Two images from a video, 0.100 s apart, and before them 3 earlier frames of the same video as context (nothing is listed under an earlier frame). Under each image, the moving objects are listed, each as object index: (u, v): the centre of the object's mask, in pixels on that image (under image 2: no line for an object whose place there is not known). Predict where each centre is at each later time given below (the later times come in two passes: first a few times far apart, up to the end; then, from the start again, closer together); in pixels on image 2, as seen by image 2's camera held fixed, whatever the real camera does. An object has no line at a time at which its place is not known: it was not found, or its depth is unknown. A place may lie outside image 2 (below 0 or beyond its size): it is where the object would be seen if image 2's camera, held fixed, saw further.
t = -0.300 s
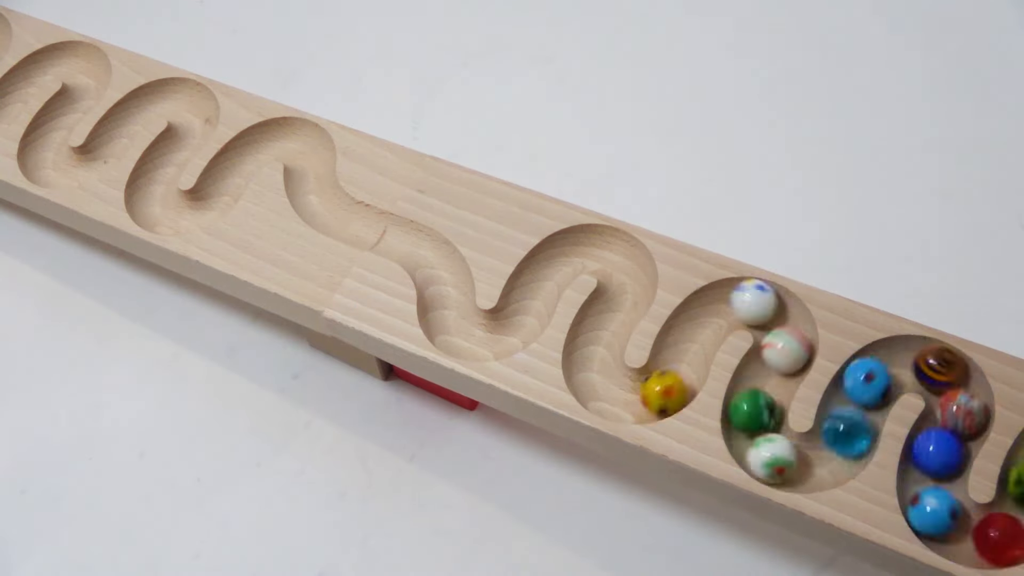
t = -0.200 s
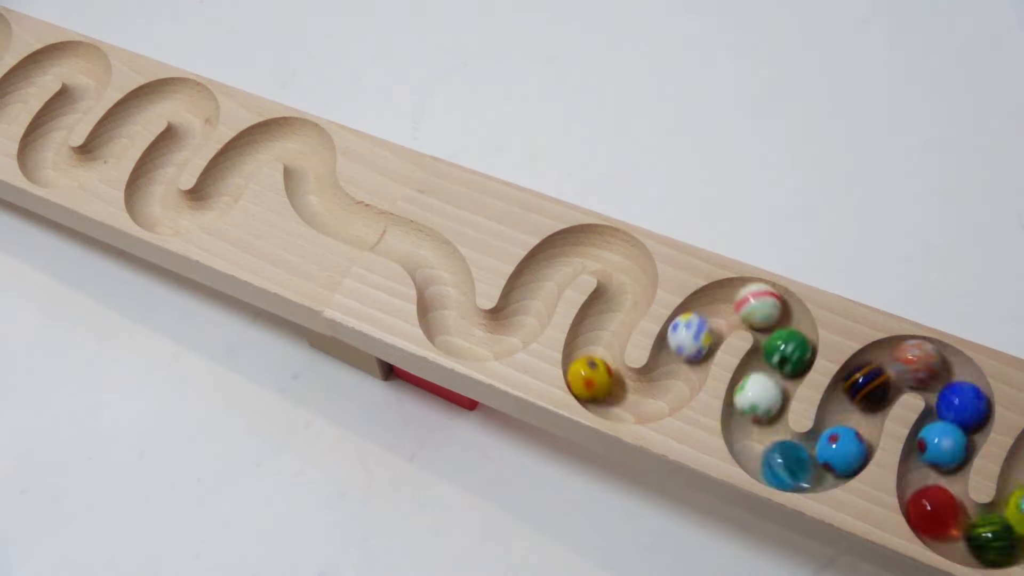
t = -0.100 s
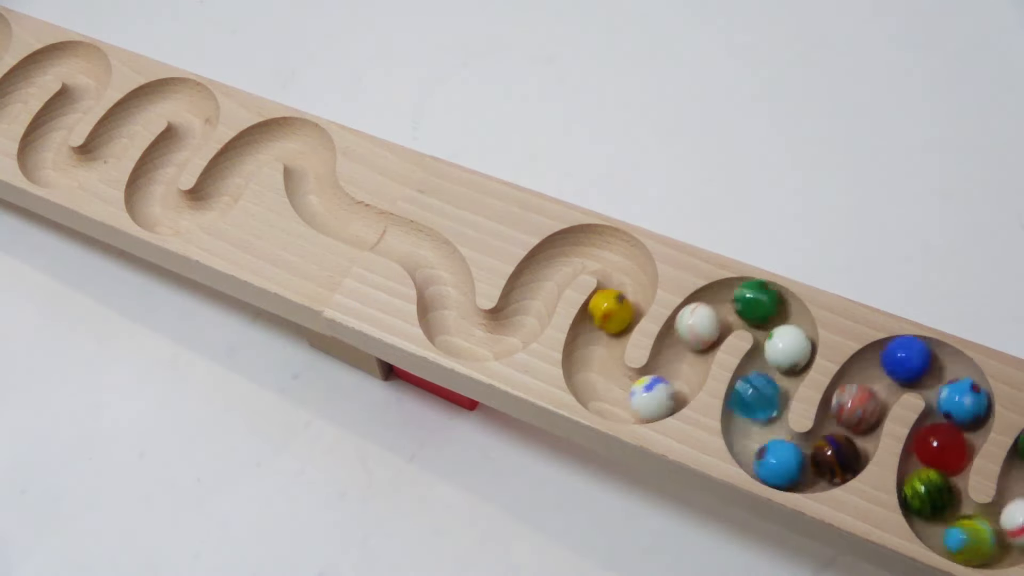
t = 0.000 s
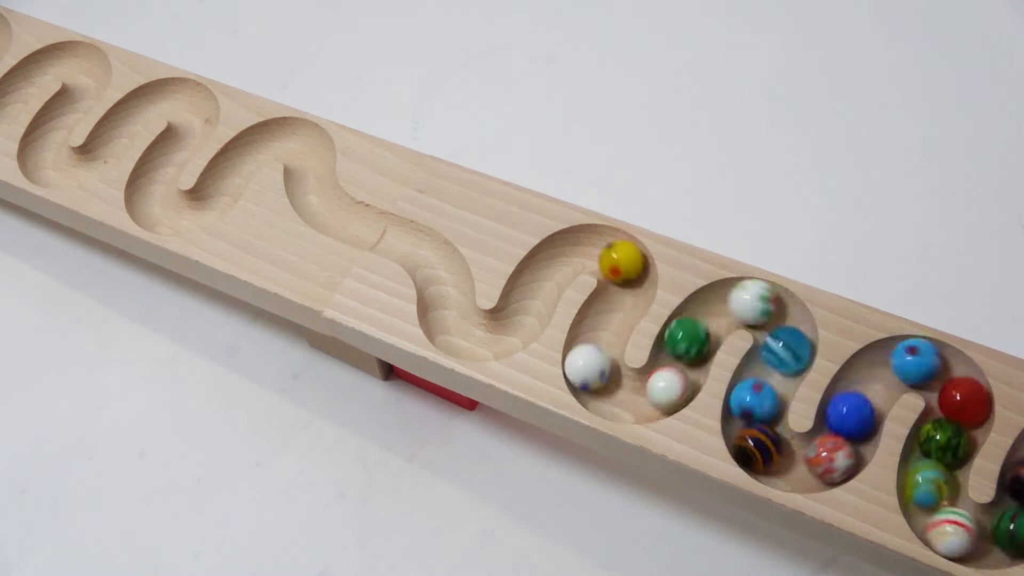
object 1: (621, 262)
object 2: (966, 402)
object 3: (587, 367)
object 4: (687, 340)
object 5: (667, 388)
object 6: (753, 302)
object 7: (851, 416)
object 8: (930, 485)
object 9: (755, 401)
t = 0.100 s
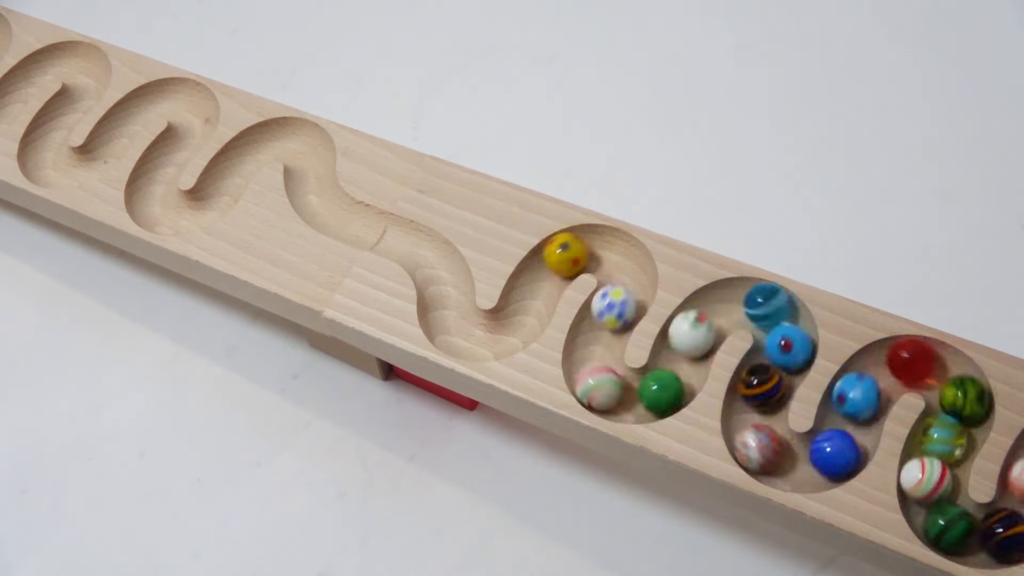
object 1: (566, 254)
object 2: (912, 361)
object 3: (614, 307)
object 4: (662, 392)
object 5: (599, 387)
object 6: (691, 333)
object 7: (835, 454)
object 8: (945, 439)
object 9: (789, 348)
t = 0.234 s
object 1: (533, 287)
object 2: (870, 381)
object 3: (633, 274)
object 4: (621, 399)
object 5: (592, 340)
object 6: (673, 378)
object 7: (800, 467)
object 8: (965, 414)
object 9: (782, 316)
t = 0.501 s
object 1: (483, 337)
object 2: (831, 462)
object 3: (569, 249)
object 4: (598, 332)
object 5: (625, 265)
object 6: (594, 382)
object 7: (752, 401)
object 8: (902, 362)
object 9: (694, 324)
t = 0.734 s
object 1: (446, 295)
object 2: (758, 449)
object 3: (522, 312)
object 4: (633, 271)
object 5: (554, 260)
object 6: (612, 311)
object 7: (787, 352)
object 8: (850, 426)
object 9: (661, 394)
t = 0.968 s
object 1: (416, 243)
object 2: (765, 384)
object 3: (461, 336)
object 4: (559, 254)
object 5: (522, 321)
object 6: (619, 261)
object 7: (752, 302)
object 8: (789, 466)
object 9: (592, 375)
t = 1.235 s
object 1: (354, 216)
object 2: (785, 319)
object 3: (440, 262)
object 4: (508, 333)
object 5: (464, 334)
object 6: (547, 267)
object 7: (683, 355)
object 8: (759, 400)
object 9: (624, 300)
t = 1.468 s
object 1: (299, 168)
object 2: (703, 316)
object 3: (382, 230)
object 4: (443, 317)
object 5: (447, 277)
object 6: (510, 332)
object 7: (627, 399)
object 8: (785, 360)
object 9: (613, 251)
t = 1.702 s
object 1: (272, 140)
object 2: (672, 385)
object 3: (313, 199)
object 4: (440, 270)
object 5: (399, 232)
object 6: (443, 317)
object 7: (593, 343)
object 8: (767, 309)
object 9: (541, 274)
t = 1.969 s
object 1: (217, 197)
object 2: (601, 390)
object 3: (298, 126)
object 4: (397, 235)
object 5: (317, 204)
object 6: (429, 258)
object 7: (632, 283)
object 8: (690, 335)
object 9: (486, 339)
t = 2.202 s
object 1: (159, 213)
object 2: (604, 327)
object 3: (230, 163)
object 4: (335, 209)
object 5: (300, 131)
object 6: (390, 234)
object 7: (585, 246)
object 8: (662, 396)
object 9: (445, 290)
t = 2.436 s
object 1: (161, 161)
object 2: (634, 280)
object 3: (197, 211)
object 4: (313, 151)
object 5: (225, 170)
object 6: (325, 207)
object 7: (528, 303)
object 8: (596, 381)
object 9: (421, 251)
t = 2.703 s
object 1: (197, 112)
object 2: (572, 248)
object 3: (148, 190)
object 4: (233, 157)
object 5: (185, 210)
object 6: (302, 132)
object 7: (461, 335)
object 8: (619, 308)
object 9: (367, 228)
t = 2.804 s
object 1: (171, 93)
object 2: (538, 286)
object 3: (169, 152)
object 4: (217, 197)
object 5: (147, 207)
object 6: (248, 148)
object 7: (446, 299)
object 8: (632, 276)
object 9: (331, 207)
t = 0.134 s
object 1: (556, 262)
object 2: (899, 360)
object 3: (621, 299)
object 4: (652, 395)
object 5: (592, 379)
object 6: (687, 345)
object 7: (828, 458)
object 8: (948, 434)
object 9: (792, 340)
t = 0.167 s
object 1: (547, 269)
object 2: (887, 363)
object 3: (628, 290)
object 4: (642, 398)
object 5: (588, 364)
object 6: (682, 356)
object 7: (821, 461)
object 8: (953, 427)
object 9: (791, 332)
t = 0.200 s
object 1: (539, 277)
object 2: (878, 371)
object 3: (633, 281)
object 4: (631, 399)
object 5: (590, 351)
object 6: (677, 368)
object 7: (813, 465)
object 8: (962, 421)
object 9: (787, 324)
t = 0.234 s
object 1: (533, 287)
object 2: (870, 381)
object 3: (633, 274)
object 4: (621, 399)
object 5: (592, 340)
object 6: (673, 378)
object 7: (800, 467)
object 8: (965, 414)
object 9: (782, 316)
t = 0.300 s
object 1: (524, 308)
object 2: (859, 403)
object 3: (623, 263)
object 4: (602, 390)
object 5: (607, 316)
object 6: (659, 394)
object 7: (778, 462)
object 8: (965, 397)
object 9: (764, 304)
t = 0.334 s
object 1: (521, 319)
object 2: (854, 414)
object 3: (615, 257)
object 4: (595, 383)
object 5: (616, 306)
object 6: (650, 398)
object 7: (768, 455)
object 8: (961, 386)
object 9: (753, 301)
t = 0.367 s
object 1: (517, 327)
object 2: (848, 425)
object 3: (606, 252)
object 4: (592, 375)
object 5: (625, 297)
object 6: (639, 400)
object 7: (760, 446)
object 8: (953, 380)
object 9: (740, 302)
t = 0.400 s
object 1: (511, 333)
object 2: (844, 436)
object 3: (597, 246)
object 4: (590, 364)
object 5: (632, 287)
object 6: (627, 399)
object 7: (754, 436)
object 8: (943, 374)
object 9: (726, 305)
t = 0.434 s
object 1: (503, 337)
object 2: (841, 448)
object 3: (588, 243)
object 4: (590, 352)
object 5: (634, 277)
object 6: (614, 396)
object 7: (749, 423)
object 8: (930, 367)
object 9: (713, 309)
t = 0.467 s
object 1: (494, 339)
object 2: (837, 457)
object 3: (578, 243)
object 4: (593, 342)
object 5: (631, 270)
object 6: (603, 391)
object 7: (749, 412)
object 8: (917, 364)
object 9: (702, 315)
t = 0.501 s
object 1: (483, 337)
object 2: (831, 462)
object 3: (569, 249)
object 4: (598, 332)
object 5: (625, 265)
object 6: (594, 382)
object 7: (752, 401)
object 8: (902, 362)
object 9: (694, 324)
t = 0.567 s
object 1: (461, 335)
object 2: (811, 465)
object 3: (552, 267)
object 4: (611, 314)
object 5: (609, 251)
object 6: (589, 364)
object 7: (766, 383)
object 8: (877, 368)
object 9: (682, 346)
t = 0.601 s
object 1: (453, 330)
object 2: (799, 464)
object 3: (544, 275)
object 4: (619, 305)
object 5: (596, 245)
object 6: (591, 352)
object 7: (771, 374)
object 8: (866, 378)
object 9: (678, 357)
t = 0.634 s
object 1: (447, 324)
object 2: (785, 463)
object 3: (537, 283)
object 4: (627, 296)
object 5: (585, 244)
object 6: (594, 341)
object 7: (774, 368)
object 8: (859, 387)
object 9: (676, 370)
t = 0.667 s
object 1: (443, 315)
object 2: (773, 461)
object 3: (529, 292)
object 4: (632, 288)
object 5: (574, 246)
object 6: (599, 330)
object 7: (778, 362)
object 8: (855, 399)
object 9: (674, 381)
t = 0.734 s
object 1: (446, 295)
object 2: (758, 449)
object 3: (522, 312)
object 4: (633, 271)
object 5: (554, 260)
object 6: (612, 311)
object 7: (787, 352)
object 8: (850, 426)
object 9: (661, 394)
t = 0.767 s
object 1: (448, 285)
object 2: (755, 440)
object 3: (520, 322)
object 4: (629, 263)
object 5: (545, 269)
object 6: (620, 301)
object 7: (791, 344)
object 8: (847, 438)
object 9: (650, 397)
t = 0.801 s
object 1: (446, 276)
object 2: (754, 427)
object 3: (515, 328)
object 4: (620, 255)
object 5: (539, 280)
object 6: (627, 294)
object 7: (791, 335)
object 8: (844, 448)
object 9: (640, 398)
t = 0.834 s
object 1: (441, 269)
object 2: (754, 416)
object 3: (509, 333)
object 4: (609, 250)
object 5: (533, 290)
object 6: (631, 287)
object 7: (787, 327)
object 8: (837, 458)
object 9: (625, 398)
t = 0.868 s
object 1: (436, 263)
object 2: (757, 405)
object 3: (501, 336)
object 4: (598, 246)
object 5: (527, 299)
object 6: (633, 280)
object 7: (781, 318)
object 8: (828, 464)
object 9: (612, 397)
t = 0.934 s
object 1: (422, 250)
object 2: (761, 391)
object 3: (474, 339)
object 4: (571, 248)
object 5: (525, 315)
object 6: (625, 268)
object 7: (764, 307)
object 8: (802, 468)
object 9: (594, 384)
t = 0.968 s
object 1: (416, 243)
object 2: (765, 384)
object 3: (461, 336)
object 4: (559, 254)
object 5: (522, 321)
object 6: (619, 261)
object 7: (752, 302)
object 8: (789, 466)
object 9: (592, 375)
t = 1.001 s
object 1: (410, 238)
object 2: (771, 377)
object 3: (450, 331)
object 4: (549, 263)
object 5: (516, 326)
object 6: (613, 254)
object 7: (740, 300)
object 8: (776, 461)
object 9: (591, 365)
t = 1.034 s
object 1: (403, 233)
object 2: (776, 368)
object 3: (445, 322)
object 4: (541, 272)
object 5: (511, 329)
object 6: (606, 248)
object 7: (728, 300)
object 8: (766, 455)
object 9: (592, 353)
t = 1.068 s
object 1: (395, 231)
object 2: (781, 361)
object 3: (443, 312)
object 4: (535, 285)
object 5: (505, 333)
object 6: (597, 244)
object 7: (716, 304)
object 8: (757, 446)
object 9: (594, 343)
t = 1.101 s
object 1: (385, 230)
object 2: (786, 354)
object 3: (444, 301)
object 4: (530, 297)
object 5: (496, 337)
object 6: (587, 245)
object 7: (706, 312)
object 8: (752, 434)
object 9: (597, 332)
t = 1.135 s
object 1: (374, 229)
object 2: (791, 347)
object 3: (447, 289)
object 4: (526, 309)
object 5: (488, 339)
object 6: (576, 247)
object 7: (699, 322)
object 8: (752, 425)
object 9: (602, 323)
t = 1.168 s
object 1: (365, 228)
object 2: (792, 337)
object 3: (446, 279)
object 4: (523, 319)
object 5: (479, 339)
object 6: (566, 252)
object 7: (693, 333)
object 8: (755, 416)
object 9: (609, 314)
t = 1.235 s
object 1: (354, 216)
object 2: (785, 319)
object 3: (440, 262)
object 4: (508, 333)
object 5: (464, 334)
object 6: (547, 267)
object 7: (683, 355)
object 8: (759, 400)
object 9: (624, 300)
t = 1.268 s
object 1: (344, 210)
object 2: (776, 312)
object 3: (433, 257)
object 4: (498, 337)
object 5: (456, 330)
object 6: (539, 276)
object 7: (679, 367)
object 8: (762, 393)
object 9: (628, 293)
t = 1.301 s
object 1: (334, 205)
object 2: (766, 307)
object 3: (424, 251)
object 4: (487, 338)
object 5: (448, 322)
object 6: (534, 286)
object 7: (676, 378)
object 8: (765, 386)
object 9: (630, 286)
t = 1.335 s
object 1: (324, 201)
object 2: (754, 304)
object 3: (417, 244)
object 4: (475, 337)
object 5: (442, 311)
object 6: (529, 296)
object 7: (670, 387)
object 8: (768, 380)
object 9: (630, 280)
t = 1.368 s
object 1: (311, 196)
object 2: (737, 300)
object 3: (409, 239)
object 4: (464, 336)
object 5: (442, 302)
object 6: (526, 307)
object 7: (662, 393)
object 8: (771, 374)
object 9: (628, 272)
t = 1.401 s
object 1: (302, 187)
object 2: (724, 302)
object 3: (401, 234)
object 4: (452, 331)
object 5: (444, 293)
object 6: (524, 318)
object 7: (652, 397)
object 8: (774, 370)
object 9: (627, 263)
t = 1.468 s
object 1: (299, 168)
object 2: (703, 316)
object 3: (382, 230)
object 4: (443, 317)
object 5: (447, 277)
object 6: (510, 332)
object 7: (627, 399)
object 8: (785, 360)
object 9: (613, 251)
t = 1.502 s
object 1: (304, 161)
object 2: (696, 328)
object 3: (371, 227)
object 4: (444, 310)
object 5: (445, 267)
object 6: (501, 335)
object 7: (615, 396)
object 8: (789, 352)
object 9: (603, 248)
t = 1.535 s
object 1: (312, 151)
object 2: (691, 340)
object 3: (363, 225)
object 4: (448, 302)
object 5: (439, 260)
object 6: (490, 337)
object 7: (604, 391)
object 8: (791, 345)
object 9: (590, 247)
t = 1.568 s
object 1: (310, 140)
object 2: (686, 352)
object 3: (355, 218)
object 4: (450, 294)
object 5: (430, 255)
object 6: (477, 337)
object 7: (595, 383)
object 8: (791, 337)
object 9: (578, 247)
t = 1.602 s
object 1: (304, 133)
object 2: (682, 362)
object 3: (346, 210)
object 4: (449, 286)
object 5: (420, 251)
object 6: (464, 337)
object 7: (590, 374)
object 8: (788, 330)
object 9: (567, 250)
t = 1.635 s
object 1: (295, 130)
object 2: (679, 370)
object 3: (338, 206)
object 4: (447, 281)
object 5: (413, 246)
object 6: (454, 332)
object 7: (589, 364)
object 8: (784, 323)
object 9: (557, 256)
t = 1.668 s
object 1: (285, 135)
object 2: (676, 378)
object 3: (327, 203)
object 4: (443, 275)
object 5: (405, 239)
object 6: (447, 325)
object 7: (590, 354)
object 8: (775, 315)
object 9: (549, 264)
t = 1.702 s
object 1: (272, 140)
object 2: (672, 385)
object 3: (313, 199)
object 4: (440, 270)
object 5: (399, 232)
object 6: (443, 317)
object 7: (593, 343)
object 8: (767, 309)
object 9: (541, 274)
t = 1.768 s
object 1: (247, 147)
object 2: (659, 394)
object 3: (299, 181)
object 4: (431, 257)
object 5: (380, 226)
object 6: (445, 296)
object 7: (605, 322)
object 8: (746, 301)
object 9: (531, 296)
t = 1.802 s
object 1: (237, 151)
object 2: (650, 397)
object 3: (297, 170)
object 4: (429, 251)
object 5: (372, 227)
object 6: (448, 286)
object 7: (609, 317)
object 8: (735, 301)
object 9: (527, 307)
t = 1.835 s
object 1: (230, 159)
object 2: (641, 398)
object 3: (300, 162)
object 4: (426, 246)
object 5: (363, 225)
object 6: (448, 277)
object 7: (614, 312)
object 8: (726, 304)
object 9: (522, 317)
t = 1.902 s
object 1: (224, 180)
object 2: (620, 398)
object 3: (311, 142)
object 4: (412, 241)
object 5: (341, 214)
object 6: (441, 267)
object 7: (623, 300)
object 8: (705, 318)
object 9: (507, 333)
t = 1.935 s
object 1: (222, 190)
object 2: (610, 395)
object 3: (305, 132)
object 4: (403, 238)
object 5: (329, 209)
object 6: (434, 263)
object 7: (629, 291)
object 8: (697, 326)
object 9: (497, 337)
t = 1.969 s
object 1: (217, 197)
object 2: (601, 390)
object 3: (298, 126)
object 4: (397, 235)
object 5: (317, 204)
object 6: (429, 258)
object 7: (632, 283)
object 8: (690, 335)
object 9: (486, 339)
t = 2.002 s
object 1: (212, 203)
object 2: (594, 382)
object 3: (290, 127)
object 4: (389, 232)
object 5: (310, 195)
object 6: (425, 253)
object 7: (633, 275)
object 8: (684, 344)
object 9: (475, 339)
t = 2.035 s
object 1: (205, 208)
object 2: (592, 375)
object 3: (280, 131)
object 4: (381, 229)
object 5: (304, 185)
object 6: (422, 247)
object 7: (630, 268)
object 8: (680, 356)
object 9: (463, 335)
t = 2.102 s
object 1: (187, 215)
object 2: (592, 355)
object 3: (259, 145)
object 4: (363, 223)
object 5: (306, 166)
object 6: (412, 239)
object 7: (616, 254)
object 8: (677, 378)
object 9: (444, 320)
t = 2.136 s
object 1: (180, 216)
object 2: (595, 345)
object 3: (248, 151)
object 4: (355, 217)
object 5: (307, 153)
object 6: (406, 238)
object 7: (607, 250)
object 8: (674, 386)
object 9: (440, 310)
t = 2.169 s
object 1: (169, 215)
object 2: (599, 335)
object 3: (237, 156)
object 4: (345, 212)
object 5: (308, 139)
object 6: (397, 236)
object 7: (596, 247)
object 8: (670, 392)
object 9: (441, 301)
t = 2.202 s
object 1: (159, 213)
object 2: (604, 327)
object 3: (230, 163)
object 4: (335, 209)
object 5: (300, 131)
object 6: (390, 234)
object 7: (585, 246)
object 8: (662, 396)
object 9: (445, 290)
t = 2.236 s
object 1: (151, 208)
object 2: (610, 318)
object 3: (224, 172)
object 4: (324, 205)
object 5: (289, 126)
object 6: (382, 230)
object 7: (573, 248)
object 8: (651, 398)
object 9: (448, 280)
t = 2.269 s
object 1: (147, 203)
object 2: (614, 313)
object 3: (222, 181)
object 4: (314, 199)
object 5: (278, 128)
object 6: (373, 227)
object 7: (562, 254)
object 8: (641, 399)
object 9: (448, 272)
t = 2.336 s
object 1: (148, 186)
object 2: (621, 302)
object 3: (217, 197)
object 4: (303, 182)
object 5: (257, 145)
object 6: (357, 218)
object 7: (545, 271)
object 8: (619, 399)
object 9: (440, 264)
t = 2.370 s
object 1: (153, 178)
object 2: (628, 295)
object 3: (211, 203)
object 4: (305, 174)
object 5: (245, 155)
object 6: (347, 212)
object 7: (538, 281)
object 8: (609, 395)
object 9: (431, 260)
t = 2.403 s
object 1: (157, 169)
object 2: (632, 287)
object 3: (205, 207)
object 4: (309, 163)
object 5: (235, 162)
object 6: (337, 210)
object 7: (533, 292)
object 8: (602, 389)
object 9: (426, 256)
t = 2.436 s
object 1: (161, 161)
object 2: (634, 280)
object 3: (197, 211)
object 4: (313, 151)
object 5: (225, 170)
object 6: (325, 207)
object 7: (528, 303)
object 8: (596, 381)
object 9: (421, 251)
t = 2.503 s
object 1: (174, 144)
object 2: (629, 266)
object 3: (179, 214)
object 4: (302, 132)
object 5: (215, 189)
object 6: (305, 191)
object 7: (521, 323)
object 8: (587, 358)
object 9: (415, 240)
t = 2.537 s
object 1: (181, 139)
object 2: (622, 260)
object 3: (170, 215)
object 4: (293, 132)
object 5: (212, 200)
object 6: (303, 184)
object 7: (514, 330)
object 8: (591, 349)
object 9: (409, 236)
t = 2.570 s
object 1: (190, 132)
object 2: (613, 255)
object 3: (159, 214)
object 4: (280, 137)
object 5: (208, 205)
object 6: (304, 175)
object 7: (506, 334)
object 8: (594, 340)
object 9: (402, 232)
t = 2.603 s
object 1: (198, 125)
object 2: (605, 251)
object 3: (152, 209)
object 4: (266, 141)
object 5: (203, 208)
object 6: (307, 163)
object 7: (496, 337)
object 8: (600, 331)
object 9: (393, 233)
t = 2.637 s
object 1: (200, 118)
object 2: (595, 248)
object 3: (147, 204)
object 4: (253, 147)
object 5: (197, 211)
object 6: (311, 152)
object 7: (485, 337)
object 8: (607, 321)
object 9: (384, 233)
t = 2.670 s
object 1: (200, 114)
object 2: (581, 244)
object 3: (147, 197)
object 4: (242, 151)
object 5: (190, 212)
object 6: (309, 140)
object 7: (472, 336)
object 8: (615, 313)
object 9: (375, 231)
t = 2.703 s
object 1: (197, 112)
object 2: (572, 248)
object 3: (148, 190)
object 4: (233, 157)
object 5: (185, 210)
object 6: (302, 132)
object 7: (461, 335)
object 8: (619, 308)
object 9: (367, 228)
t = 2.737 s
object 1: (191, 109)
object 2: (562, 254)
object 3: (149, 180)
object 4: (228, 167)
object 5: (177, 210)
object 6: (291, 130)
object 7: (451, 329)
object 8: (624, 303)
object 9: (363, 223)
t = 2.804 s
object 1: (171, 93)
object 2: (538, 286)
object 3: (169, 152)
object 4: (217, 197)
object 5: (147, 207)
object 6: (248, 148)
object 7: (446, 299)
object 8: (632, 276)
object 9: (331, 207)
